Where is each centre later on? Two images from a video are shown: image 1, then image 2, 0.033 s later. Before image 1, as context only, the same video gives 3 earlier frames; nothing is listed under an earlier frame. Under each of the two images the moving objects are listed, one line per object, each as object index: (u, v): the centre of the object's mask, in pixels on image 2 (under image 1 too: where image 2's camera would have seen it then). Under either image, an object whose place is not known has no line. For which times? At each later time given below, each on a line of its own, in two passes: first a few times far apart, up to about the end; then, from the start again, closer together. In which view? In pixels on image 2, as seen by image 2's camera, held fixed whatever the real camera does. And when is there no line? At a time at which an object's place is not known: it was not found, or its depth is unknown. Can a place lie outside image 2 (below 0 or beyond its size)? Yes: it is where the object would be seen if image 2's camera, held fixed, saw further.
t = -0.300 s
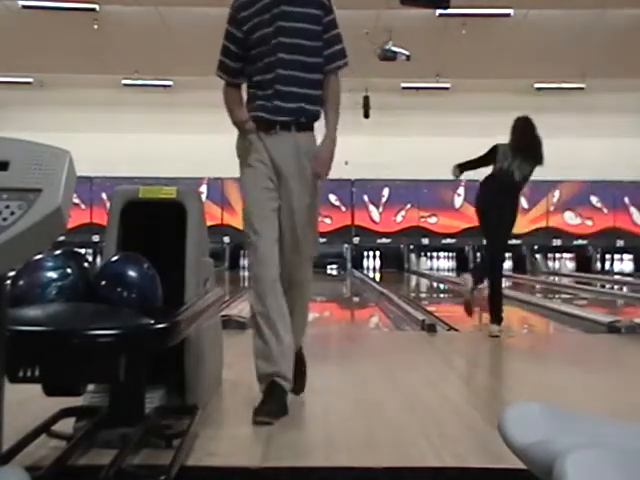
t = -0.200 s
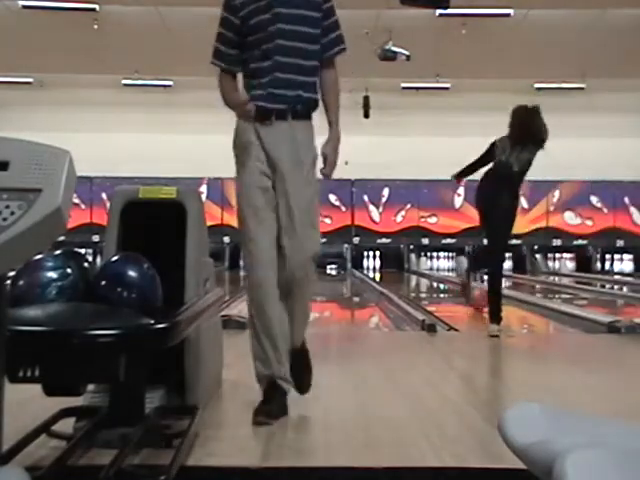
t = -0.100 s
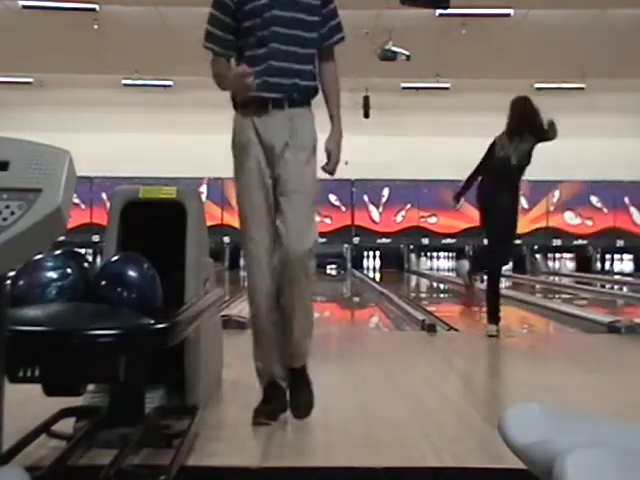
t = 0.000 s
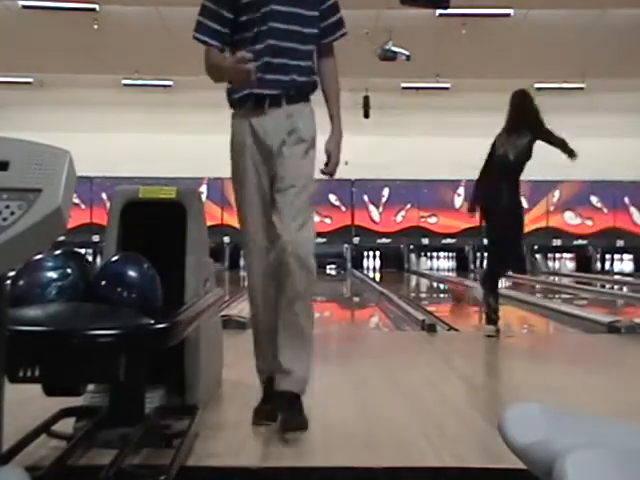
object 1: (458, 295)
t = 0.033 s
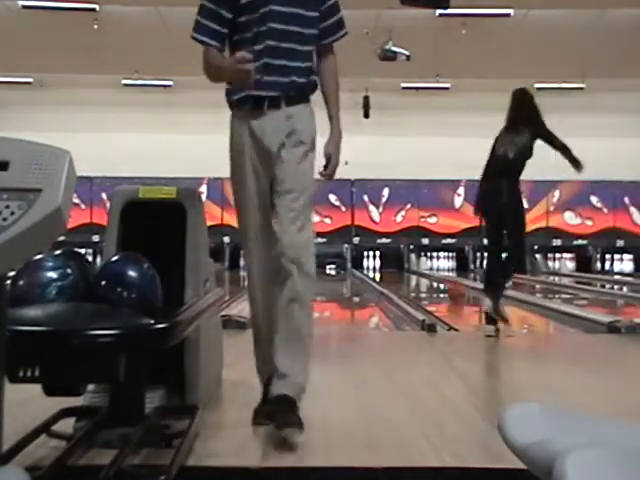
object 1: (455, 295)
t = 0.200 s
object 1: (443, 292)
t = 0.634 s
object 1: (418, 281)
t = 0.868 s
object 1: (410, 279)
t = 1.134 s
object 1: (400, 273)
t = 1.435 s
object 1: (392, 269)
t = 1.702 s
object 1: (388, 267)
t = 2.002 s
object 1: (382, 266)
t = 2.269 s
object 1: (376, 264)
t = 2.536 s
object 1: (377, 262)
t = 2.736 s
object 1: (378, 264)
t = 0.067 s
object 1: (454, 294)
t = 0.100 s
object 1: (452, 292)
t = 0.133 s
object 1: (451, 292)
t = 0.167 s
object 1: (448, 292)
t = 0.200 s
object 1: (443, 292)
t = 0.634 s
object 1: (418, 281)
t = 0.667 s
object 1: (415, 282)
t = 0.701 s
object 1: (413, 277)
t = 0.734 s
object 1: (412, 277)
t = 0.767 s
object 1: (412, 277)
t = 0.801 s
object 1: (412, 277)
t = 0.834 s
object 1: (411, 277)
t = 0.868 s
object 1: (410, 279)
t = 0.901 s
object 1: (411, 279)
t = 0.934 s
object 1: (403, 276)
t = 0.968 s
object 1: (403, 277)
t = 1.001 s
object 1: (403, 277)
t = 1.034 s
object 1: (403, 277)
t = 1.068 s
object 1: (402, 274)
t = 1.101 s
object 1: (402, 273)
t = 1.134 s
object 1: (400, 273)
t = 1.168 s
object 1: (400, 273)
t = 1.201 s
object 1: (399, 272)
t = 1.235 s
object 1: (399, 272)
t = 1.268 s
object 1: (398, 272)
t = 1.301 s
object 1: (397, 272)
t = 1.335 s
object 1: (395, 270)
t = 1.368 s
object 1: (394, 269)
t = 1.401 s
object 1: (393, 269)
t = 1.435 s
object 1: (392, 269)
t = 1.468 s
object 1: (392, 269)
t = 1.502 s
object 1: (391, 269)
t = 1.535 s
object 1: (390, 269)
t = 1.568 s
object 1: (390, 268)
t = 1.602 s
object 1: (389, 267)
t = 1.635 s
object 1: (388, 268)
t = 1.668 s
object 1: (388, 268)
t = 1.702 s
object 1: (388, 267)
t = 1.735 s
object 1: (387, 267)
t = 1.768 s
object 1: (386, 267)
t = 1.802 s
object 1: (386, 268)
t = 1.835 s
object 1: (386, 268)
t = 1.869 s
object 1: (385, 268)
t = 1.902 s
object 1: (384, 267)
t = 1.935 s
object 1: (384, 267)
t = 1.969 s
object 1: (384, 267)
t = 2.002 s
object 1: (382, 266)
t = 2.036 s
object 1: (380, 266)
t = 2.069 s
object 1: (379, 267)
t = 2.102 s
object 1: (379, 267)
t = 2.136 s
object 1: (379, 267)
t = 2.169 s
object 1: (379, 267)
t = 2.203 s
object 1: (378, 267)
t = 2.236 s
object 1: (377, 266)
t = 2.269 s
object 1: (376, 264)
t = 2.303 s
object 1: (377, 263)
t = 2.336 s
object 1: (376, 264)
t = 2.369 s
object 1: (377, 263)
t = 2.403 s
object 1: (377, 263)
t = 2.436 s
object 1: (377, 262)
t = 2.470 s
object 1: (377, 262)
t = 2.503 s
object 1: (377, 262)
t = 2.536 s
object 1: (377, 262)
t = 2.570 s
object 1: (377, 261)
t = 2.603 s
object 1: (377, 261)
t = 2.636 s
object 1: (377, 263)
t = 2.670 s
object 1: (377, 263)
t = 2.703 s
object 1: (377, 263)
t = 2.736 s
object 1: (378, 264)
